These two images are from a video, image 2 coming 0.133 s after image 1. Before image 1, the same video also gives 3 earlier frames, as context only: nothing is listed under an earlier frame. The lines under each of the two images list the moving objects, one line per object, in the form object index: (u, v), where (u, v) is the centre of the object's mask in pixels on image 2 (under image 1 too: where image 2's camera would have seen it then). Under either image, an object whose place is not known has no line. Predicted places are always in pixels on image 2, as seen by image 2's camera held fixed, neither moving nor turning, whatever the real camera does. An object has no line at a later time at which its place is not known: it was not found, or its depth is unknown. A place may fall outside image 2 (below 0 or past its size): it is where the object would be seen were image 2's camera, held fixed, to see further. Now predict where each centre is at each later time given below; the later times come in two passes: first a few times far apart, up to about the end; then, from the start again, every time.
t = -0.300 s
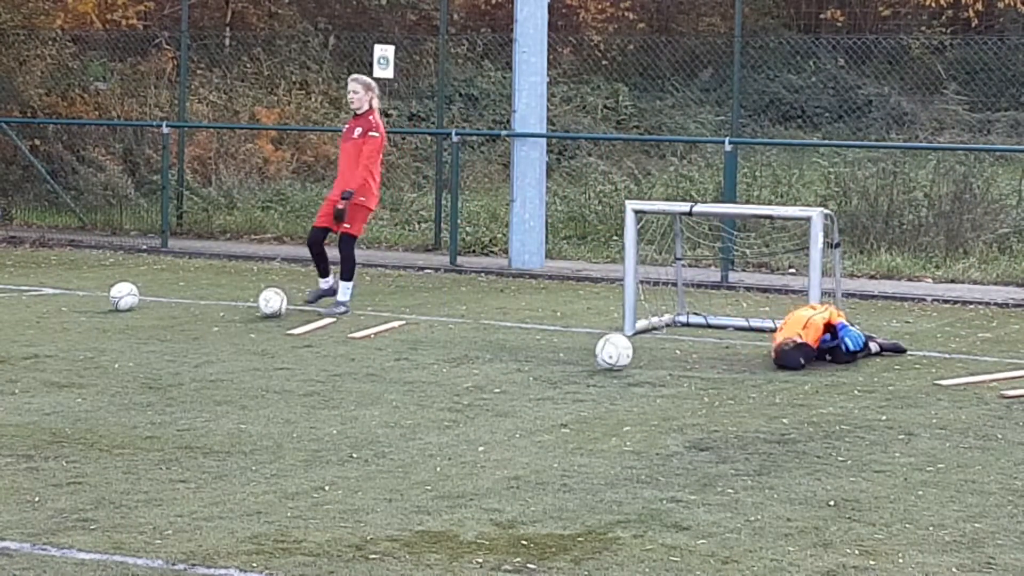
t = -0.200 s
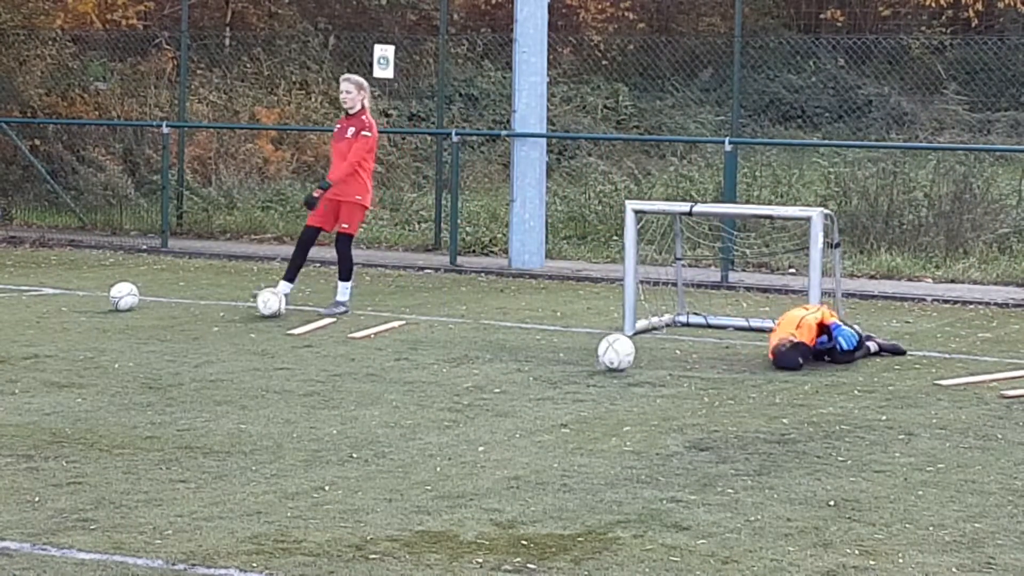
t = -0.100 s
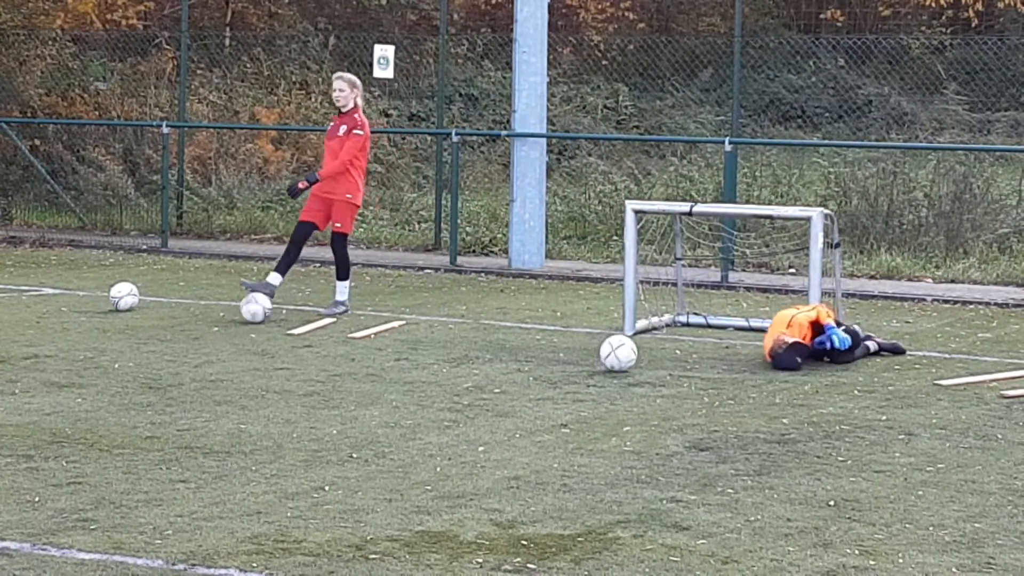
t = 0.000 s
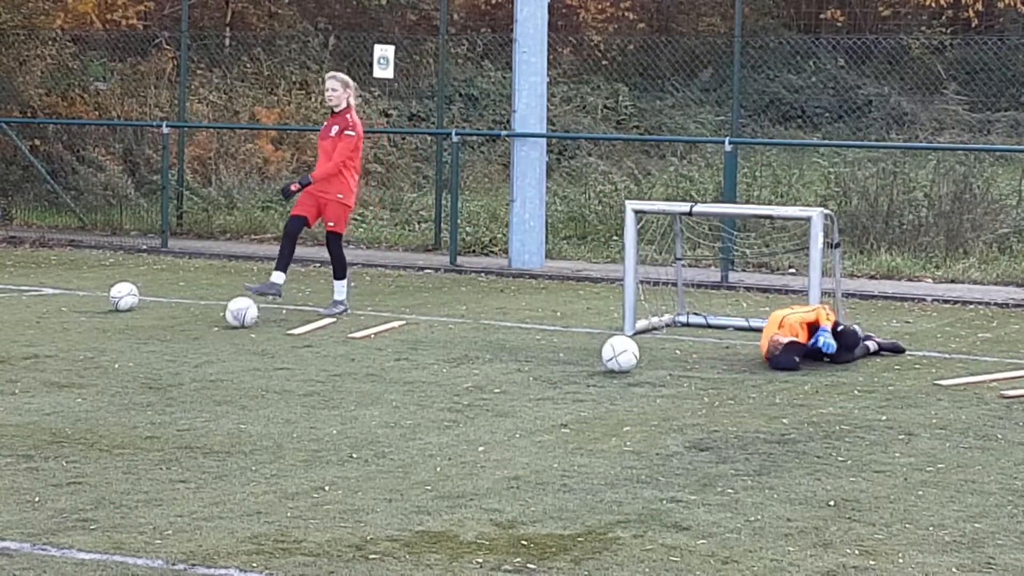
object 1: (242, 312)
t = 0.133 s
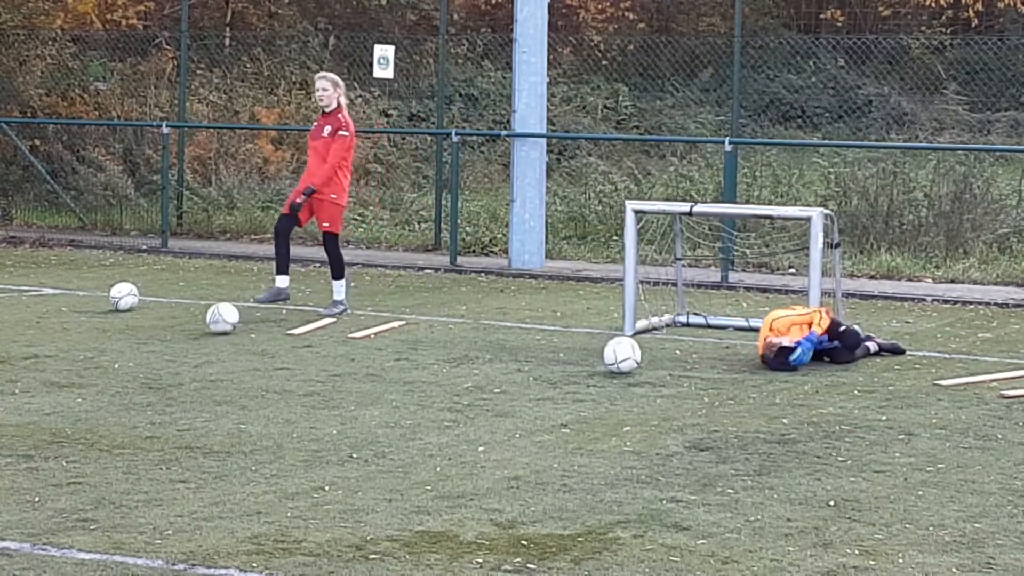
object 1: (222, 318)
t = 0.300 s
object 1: (199, 327)
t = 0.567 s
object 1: (155, 341)
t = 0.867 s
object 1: (103, 357)
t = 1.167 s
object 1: (45, 375)
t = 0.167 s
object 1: (218, 320)
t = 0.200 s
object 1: (213, 322)
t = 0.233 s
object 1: (208, 324)
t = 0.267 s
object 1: (204, 325)
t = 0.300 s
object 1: (199, 327)
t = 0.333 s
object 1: (193, 328)
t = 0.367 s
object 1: (188, 331)
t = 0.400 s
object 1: (183, 331)
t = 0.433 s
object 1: (178, 334)
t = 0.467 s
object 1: (173, 336)
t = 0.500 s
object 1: (167, 337)
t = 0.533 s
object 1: (161, 340)
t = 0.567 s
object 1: (155, 341)
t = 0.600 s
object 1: (150, 343)
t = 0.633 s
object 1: (145, 345)
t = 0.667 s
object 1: (139, 347)
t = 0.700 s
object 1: (134, 348)
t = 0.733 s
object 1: (127, 351)
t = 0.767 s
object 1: (120, 352)
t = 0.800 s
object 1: (115, 354)
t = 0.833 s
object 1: (109, 356)
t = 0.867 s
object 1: (103, 357)
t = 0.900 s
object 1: (97, 360)
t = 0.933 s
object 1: (90, 362)
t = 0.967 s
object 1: (84, 364)
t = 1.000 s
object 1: (77, 365)
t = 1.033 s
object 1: (71, 367)
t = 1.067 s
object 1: (64, 370)
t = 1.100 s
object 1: (58, 372)
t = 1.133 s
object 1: (51, 374)
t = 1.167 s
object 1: (45, 375)
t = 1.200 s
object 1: (37, 378)
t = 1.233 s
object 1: (30, 380)
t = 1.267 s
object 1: (22, 382)
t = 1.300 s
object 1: (16, 385)
